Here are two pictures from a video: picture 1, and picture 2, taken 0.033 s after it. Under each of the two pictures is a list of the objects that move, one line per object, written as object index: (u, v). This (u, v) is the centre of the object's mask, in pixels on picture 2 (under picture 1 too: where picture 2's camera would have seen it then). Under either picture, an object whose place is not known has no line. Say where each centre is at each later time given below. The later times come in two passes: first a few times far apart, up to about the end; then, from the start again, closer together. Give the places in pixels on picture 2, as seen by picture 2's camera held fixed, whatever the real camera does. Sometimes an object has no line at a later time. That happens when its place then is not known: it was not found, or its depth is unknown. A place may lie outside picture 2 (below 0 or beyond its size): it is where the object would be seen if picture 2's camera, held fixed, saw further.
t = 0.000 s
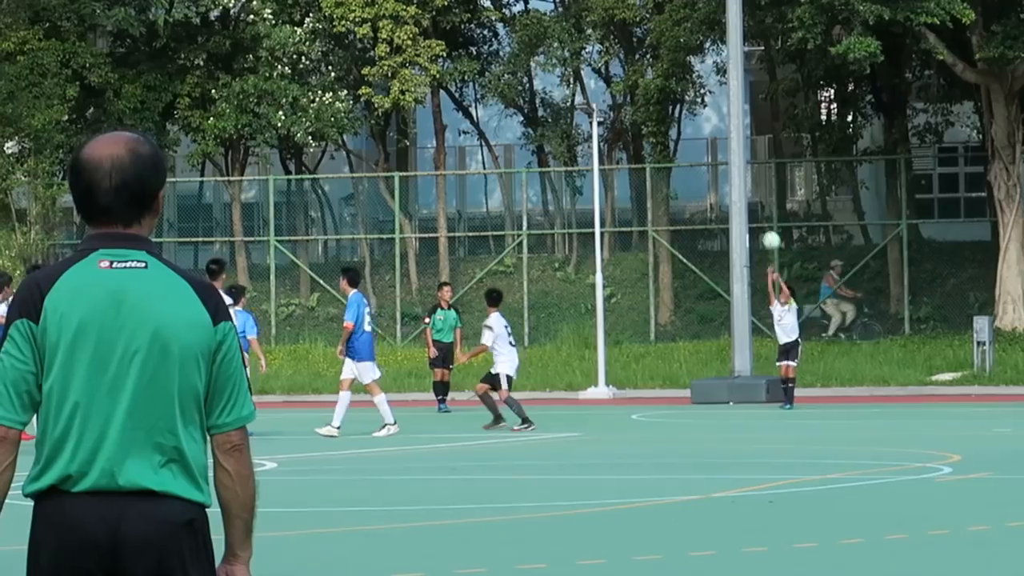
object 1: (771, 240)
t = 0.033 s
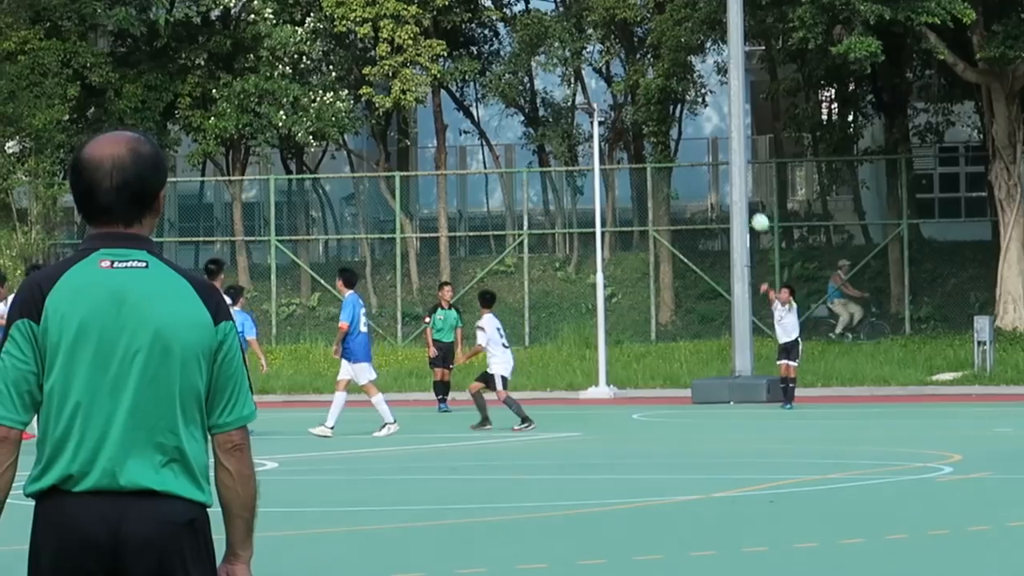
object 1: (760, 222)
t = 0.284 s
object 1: (669, 111)
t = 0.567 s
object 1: (558, 34)
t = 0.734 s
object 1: (490, 17)
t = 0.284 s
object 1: (669, 111)
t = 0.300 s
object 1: (662, 105)
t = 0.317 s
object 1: (656, 99)
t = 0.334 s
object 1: (650, 93)
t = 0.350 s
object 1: (643, 88)
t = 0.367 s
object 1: (637, 83)
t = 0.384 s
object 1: (630, 78)
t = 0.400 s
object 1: (624, 72)
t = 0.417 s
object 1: (617, 68)
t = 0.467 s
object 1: (598, 54)
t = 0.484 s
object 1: (592, 51)
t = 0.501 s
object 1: (585, 47)
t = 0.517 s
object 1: (578, 44)
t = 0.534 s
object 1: (572, 40)
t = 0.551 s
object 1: (565, 37)
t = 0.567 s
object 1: (558, 34)
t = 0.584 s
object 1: (552, 31)
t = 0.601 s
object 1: (545, 29)
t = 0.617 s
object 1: (538, 27)
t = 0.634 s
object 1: (531, 25)
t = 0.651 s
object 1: (524, 22)
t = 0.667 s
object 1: (517, 21)
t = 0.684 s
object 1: (510, 20)
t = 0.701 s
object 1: (503, 18)
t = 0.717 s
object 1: (497, 18)
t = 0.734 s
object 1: (490, 17)
